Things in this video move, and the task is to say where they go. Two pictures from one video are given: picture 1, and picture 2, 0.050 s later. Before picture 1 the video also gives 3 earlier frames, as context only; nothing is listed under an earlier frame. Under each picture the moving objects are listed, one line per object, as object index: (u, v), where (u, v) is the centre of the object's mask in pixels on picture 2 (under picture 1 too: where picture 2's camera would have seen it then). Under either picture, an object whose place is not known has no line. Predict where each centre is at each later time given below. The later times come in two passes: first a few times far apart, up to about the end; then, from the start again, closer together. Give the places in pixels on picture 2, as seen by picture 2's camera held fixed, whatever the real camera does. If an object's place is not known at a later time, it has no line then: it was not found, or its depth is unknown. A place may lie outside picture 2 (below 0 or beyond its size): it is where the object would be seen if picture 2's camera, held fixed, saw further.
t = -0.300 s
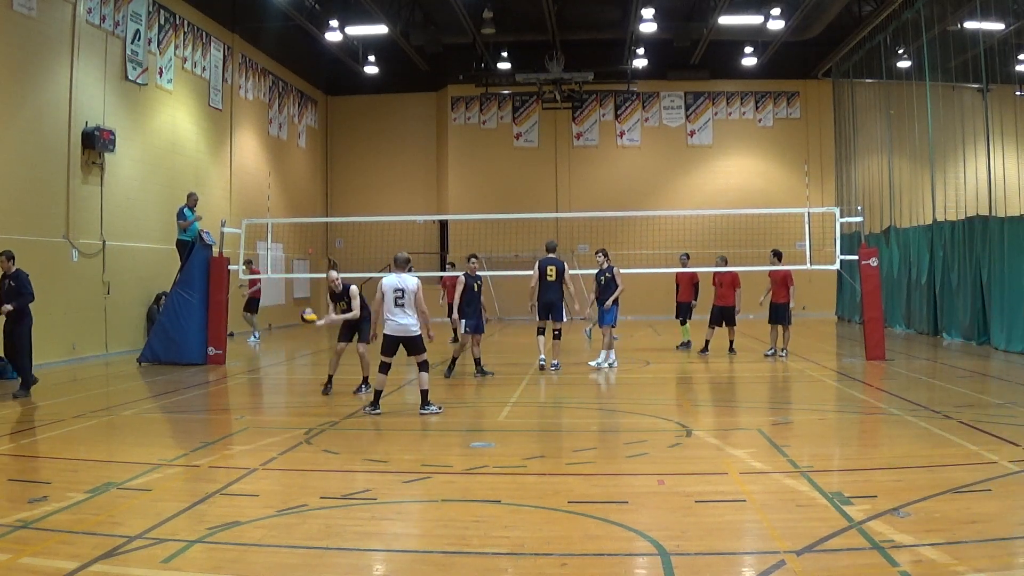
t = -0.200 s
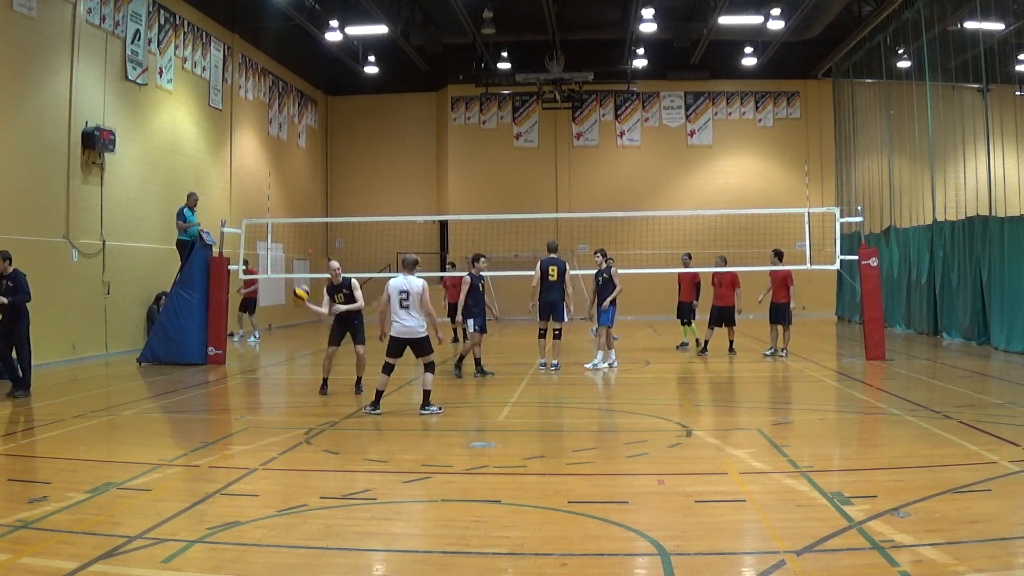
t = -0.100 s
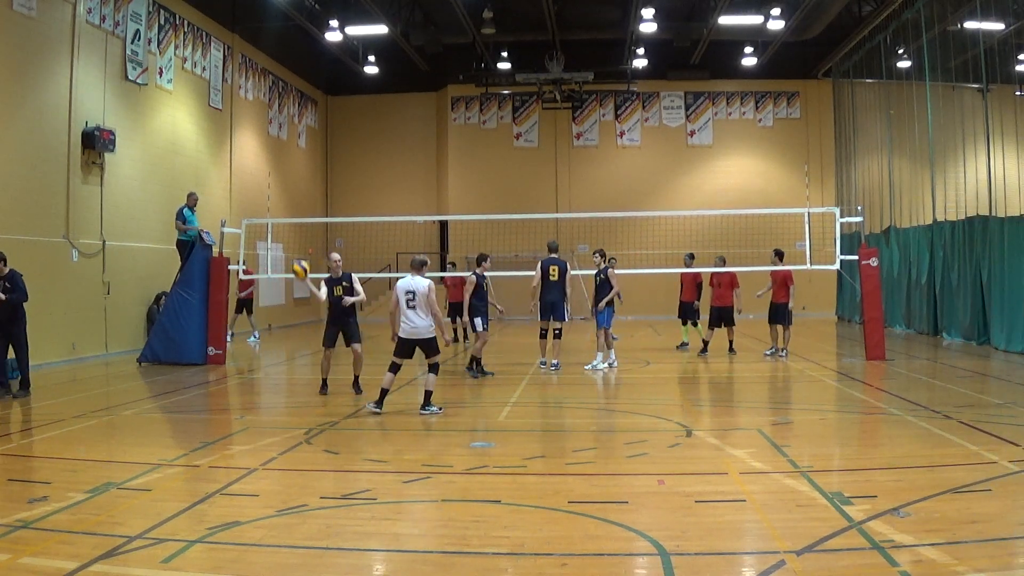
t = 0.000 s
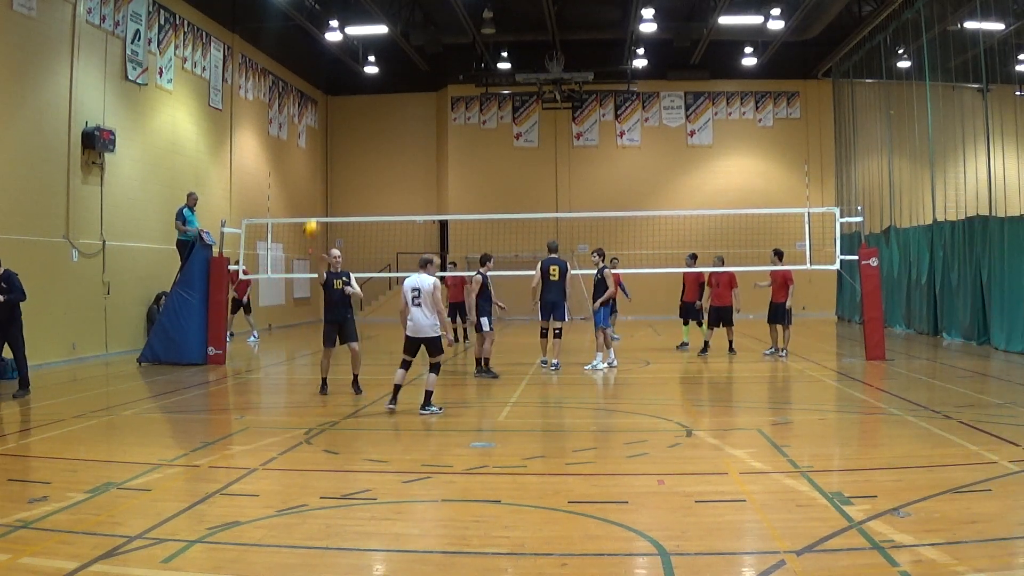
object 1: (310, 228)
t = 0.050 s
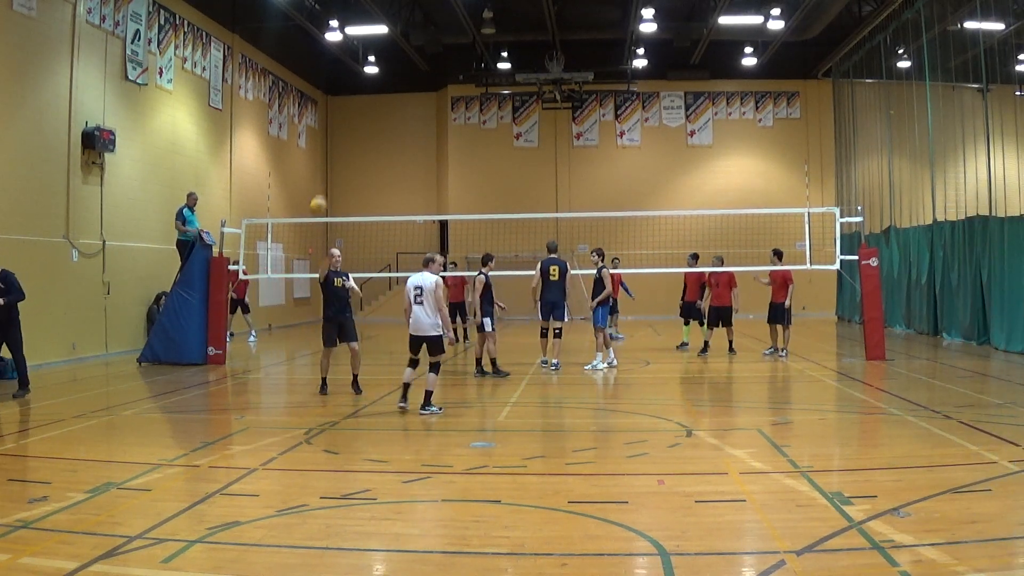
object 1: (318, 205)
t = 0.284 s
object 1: (358, 116)
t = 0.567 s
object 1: (415, 61)
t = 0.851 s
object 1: (490, 81)
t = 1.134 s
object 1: (597, 221)
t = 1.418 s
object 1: (732, 499)
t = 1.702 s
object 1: (781, 295)
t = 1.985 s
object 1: (835, 219)
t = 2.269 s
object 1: (896, 300)
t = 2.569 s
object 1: (953, 567)
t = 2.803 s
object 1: (1012, 427)
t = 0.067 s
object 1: (321, 197)
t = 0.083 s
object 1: (324, 190)
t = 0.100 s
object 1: (326, 184)
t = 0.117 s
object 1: (328, 177)
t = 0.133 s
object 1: (333, 171)
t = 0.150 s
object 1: (335, 164)
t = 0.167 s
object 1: (338, 157)
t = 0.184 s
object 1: (341, 151)
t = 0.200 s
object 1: (343, 145)
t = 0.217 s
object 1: (345, 138)
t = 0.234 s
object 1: (348, 133)
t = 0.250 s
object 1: (352, 127)
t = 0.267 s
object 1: (355, 122)
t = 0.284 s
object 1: (358, 116)
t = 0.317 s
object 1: (363, 107)
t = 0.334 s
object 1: (366, 102)
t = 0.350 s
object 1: (369, 98)
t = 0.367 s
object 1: (373, 94)
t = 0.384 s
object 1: (376, 90)
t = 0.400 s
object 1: (380, 86)
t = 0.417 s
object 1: (383, 83)
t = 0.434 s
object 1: (386, 80)
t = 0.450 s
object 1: (389, 77)
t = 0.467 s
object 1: (393, 74)
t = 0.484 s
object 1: (396, 71)
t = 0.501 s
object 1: (400, 69)
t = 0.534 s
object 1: (407, 64)
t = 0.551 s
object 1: (411, 63)
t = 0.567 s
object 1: (415, 61)
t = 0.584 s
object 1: (418, 60)
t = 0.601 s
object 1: (422, 59)
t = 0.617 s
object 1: (426, 58)
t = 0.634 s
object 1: (430, 58)
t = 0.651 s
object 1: (435, 58)
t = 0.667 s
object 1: (439, 58)
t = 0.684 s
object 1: (443, 58)
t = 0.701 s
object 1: (447, 59)
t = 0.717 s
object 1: (452, 60)
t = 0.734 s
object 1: (456, 62)
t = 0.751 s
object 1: (461, 64)
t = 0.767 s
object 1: (466, 66)
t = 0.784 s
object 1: (470, 68)
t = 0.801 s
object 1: (475, 71)
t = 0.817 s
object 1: (479, 73)
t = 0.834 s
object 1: (484, 77)
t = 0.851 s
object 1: (490, 81)
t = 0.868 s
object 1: (496, 86)
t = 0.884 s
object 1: (501, 90)
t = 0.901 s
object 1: (507, 96)
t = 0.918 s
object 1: (512, 101)
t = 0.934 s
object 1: (519, 107)
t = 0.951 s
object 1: (524, 112)
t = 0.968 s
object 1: (529, 120)
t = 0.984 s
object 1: (537, 128)
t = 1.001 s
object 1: (543, 136)
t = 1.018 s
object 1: (550, 144)
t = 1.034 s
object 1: (556, 152)
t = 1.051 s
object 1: (561, 162)
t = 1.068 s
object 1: (568, 174)
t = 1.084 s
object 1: (575, 186)
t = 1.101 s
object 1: (582, 195)
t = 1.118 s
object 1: (590, 208)
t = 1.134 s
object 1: (597, 221)
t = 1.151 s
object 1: (605, 233)
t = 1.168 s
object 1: (612, 247)
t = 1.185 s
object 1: (619, 263)
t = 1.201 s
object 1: (628, 280)
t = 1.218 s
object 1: (635, 293)
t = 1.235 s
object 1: (644, 310)
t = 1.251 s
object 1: (653, 328)
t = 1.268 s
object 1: (660, 344)
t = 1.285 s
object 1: (669, 364)
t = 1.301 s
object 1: (677, 384)
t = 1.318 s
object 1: (687, 409)
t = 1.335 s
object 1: (695, 429)
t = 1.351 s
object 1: (706, 452)
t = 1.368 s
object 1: (715, 474)
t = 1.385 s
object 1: (721, 497)
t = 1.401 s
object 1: (729, 514)
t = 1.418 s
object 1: (732, 499)
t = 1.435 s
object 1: (736, 484)
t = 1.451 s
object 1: (739, 471)
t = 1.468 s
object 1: (742, 456)
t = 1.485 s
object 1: (744, 443)
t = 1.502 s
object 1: (747, 429)
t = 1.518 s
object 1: (750, 413)
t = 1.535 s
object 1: (753, 399)
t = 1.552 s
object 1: (757, 387)
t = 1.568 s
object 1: (760, 376)
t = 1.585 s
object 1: (762, 366)
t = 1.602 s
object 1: (765, 353)
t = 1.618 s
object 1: (768, 342)
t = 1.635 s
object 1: (770, 332)
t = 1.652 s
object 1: (773, 324)
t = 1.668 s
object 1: (776, 312)
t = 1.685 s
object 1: (778, 304)
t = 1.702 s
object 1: (781, 295)
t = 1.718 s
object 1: (784, 288)
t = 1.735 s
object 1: (787, 280)
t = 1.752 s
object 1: (790, 273)
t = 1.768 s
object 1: (794, 265)
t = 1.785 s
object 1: (797, 258)
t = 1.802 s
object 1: (800, 252)
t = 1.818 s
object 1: (803, 247)
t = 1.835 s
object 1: (806, 242)
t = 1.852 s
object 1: (810, 236)
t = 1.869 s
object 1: (814, 232)
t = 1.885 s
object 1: (816, 229)
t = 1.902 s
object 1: (819, 226)
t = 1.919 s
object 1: (822, 224)
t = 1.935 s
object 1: (825, 221)
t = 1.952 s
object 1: (829, 220)
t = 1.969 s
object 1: (832, 219)
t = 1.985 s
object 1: (835, 219)
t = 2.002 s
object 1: (839, 219)
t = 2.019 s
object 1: (842, 219)
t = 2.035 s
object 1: (846, 220)
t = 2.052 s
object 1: (849, 223)
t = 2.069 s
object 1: (853, 225)
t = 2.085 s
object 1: (856, 227)
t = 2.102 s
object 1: (859, 231)
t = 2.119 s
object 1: (862, 234)
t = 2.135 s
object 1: (866, 240)
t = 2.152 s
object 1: (869, 245)
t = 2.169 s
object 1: (873, 250)
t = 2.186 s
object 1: (877, 257)
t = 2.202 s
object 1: (881, 264)
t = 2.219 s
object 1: (885, 272)
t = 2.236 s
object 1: (889, 280)
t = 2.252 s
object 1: (892, 289)
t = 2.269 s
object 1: (896, 300)
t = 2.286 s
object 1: (900, 310)
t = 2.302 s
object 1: (903, 320)
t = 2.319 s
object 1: (906, 332)
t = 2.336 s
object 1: (910, 343)
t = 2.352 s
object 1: (914, 356)
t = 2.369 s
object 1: (917, 370)
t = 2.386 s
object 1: (921, 384)
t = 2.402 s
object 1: (925, 399)
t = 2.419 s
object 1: (929, 416)
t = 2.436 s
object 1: (931, 429)
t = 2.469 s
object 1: (938, 464)
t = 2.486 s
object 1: (941, 484)
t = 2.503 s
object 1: (944, 504)
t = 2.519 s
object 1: (946, 522)
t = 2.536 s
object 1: (948, 543)
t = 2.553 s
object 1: (952, 558)
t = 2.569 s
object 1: (953, 567)
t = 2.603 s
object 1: (963, 554)
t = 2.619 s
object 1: (968, 541)
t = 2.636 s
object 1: (974, 526)
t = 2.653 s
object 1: (979, 514)
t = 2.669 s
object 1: (984, 503)
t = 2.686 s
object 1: (989, 492)
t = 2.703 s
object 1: (995, 482)
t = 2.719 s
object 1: (1000, 471)
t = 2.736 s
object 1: (1003, 462)
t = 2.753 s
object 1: (1006, 452)
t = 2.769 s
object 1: (1008, 443)
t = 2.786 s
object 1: (1011, 435)
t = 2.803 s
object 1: (1012, 427)
